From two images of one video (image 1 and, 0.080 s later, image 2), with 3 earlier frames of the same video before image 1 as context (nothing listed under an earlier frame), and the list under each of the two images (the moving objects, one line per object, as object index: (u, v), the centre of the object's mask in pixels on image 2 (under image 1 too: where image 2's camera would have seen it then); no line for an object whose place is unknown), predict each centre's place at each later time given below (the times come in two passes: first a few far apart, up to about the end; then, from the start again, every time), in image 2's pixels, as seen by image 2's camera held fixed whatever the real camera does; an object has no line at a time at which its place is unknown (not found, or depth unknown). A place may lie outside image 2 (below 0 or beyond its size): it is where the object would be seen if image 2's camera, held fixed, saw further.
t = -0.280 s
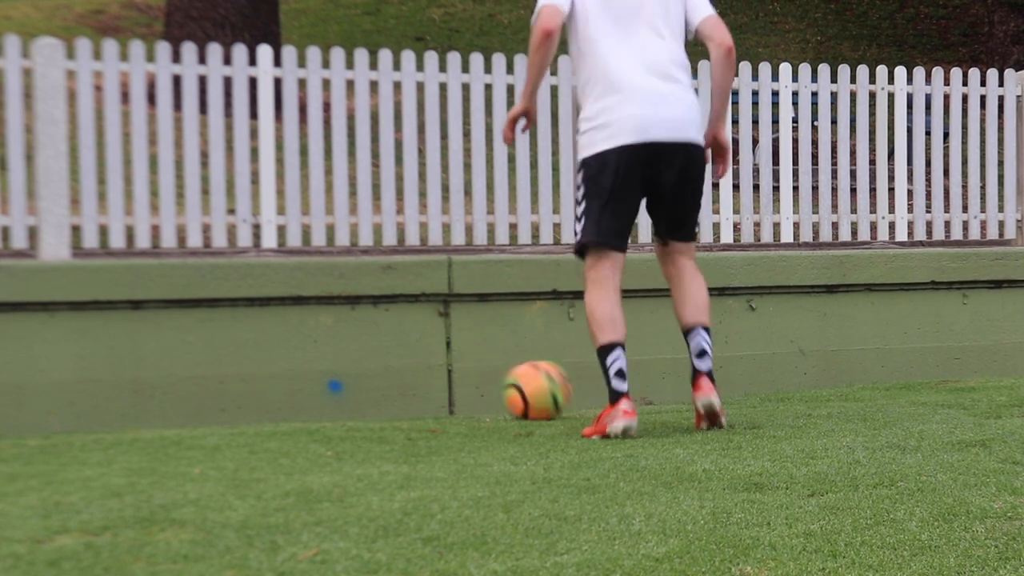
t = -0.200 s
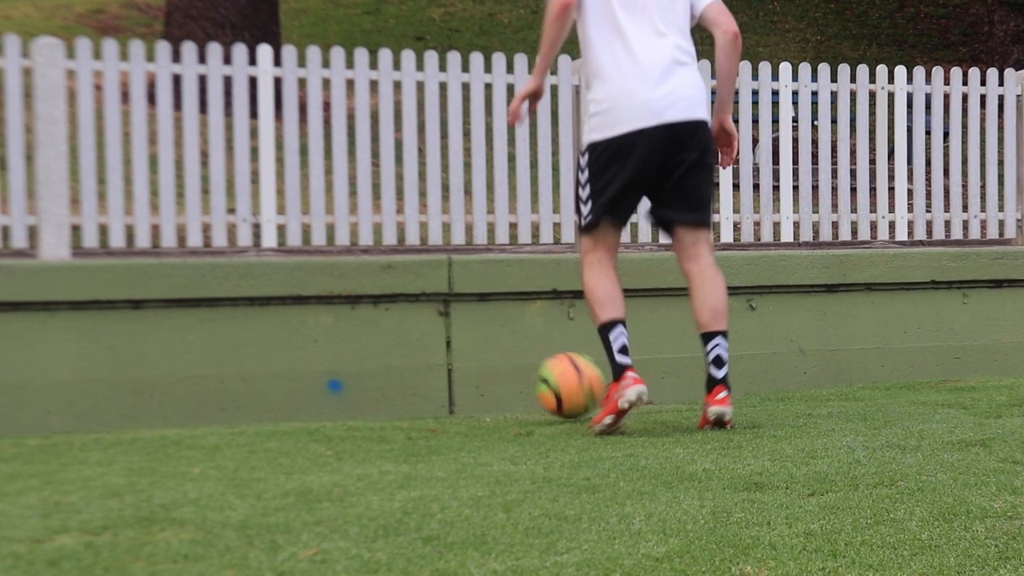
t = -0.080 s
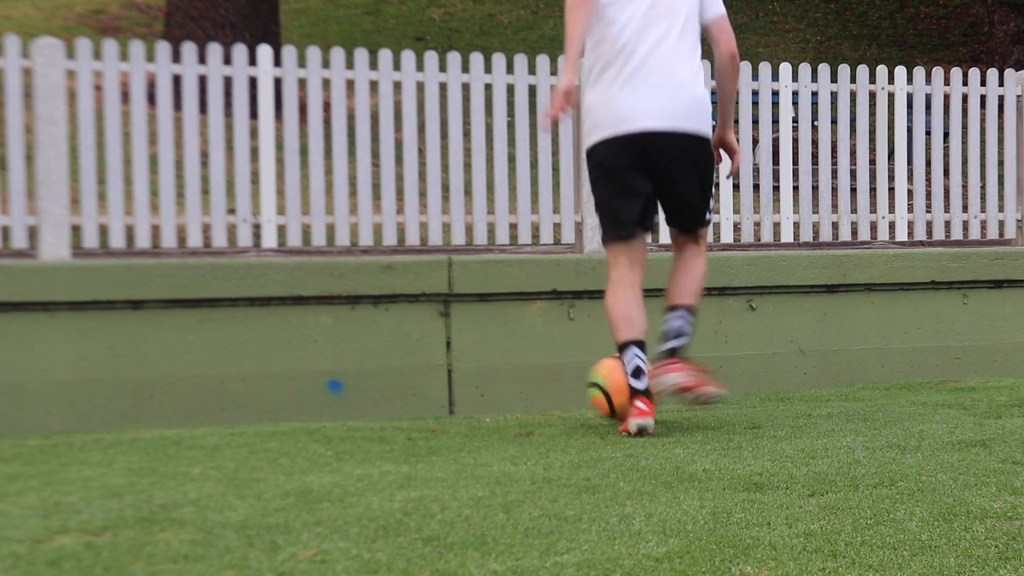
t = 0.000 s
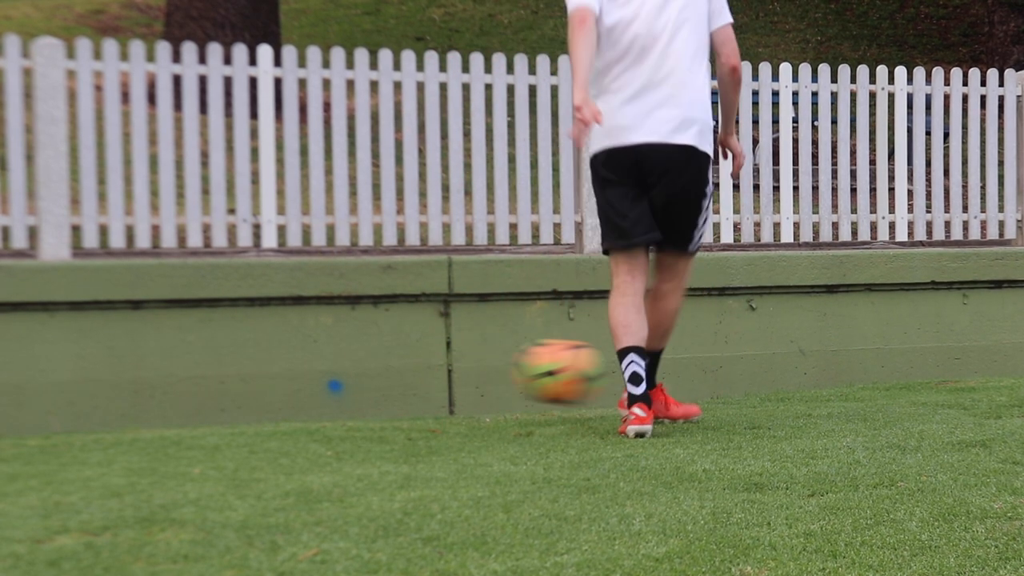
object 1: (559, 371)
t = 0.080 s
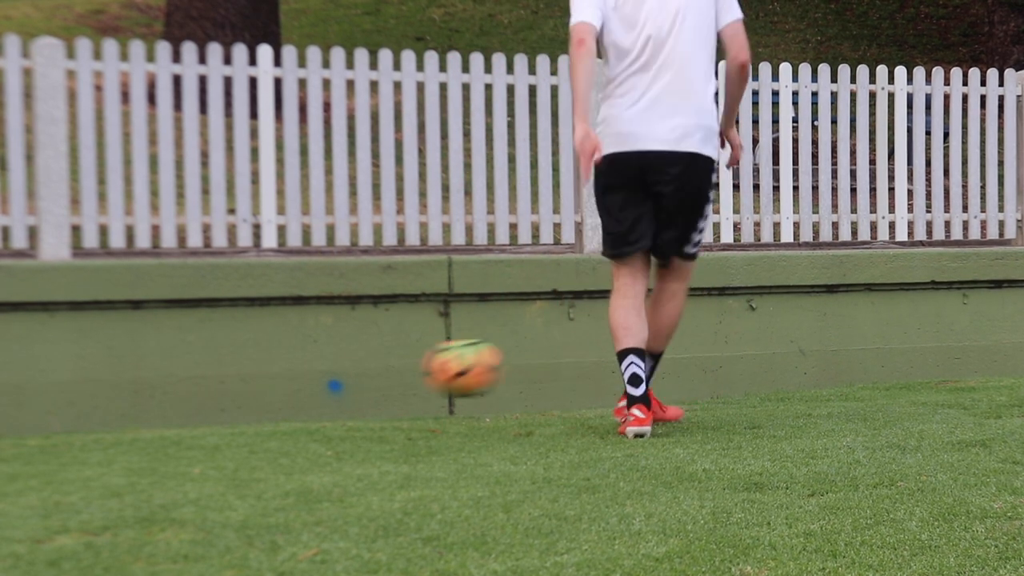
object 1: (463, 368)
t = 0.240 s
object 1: (326, 398)
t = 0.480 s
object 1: (382, 229)
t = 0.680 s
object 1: (426, 136)
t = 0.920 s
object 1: (484, 155)
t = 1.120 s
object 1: (538, 302)
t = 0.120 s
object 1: (422, 372)
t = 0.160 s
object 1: (382, 380)
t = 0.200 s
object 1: (348, 389)
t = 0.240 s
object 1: (326, 398)
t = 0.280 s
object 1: (341, 397)
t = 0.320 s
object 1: (348, 365)
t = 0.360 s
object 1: (358, 324)
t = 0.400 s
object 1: (366, 289)
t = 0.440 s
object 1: (374, 259)
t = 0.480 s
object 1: (382, 229)
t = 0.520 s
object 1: (392, 202)
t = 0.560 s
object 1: (400, 181)
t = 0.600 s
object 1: (409, 163)
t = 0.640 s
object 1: (418, 148)
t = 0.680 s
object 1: (426, 136)
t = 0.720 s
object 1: (437, 130)
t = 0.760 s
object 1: (445, 127)
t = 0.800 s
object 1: (455, 127)
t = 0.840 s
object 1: (465, 131)
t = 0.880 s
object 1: (474, 142)
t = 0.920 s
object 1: (484, 155)
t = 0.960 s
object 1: (493, 173)
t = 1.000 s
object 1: (505, 197)
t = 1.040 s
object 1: (515, 229)
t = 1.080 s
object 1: (527, 264)
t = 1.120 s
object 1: (538, 302)
